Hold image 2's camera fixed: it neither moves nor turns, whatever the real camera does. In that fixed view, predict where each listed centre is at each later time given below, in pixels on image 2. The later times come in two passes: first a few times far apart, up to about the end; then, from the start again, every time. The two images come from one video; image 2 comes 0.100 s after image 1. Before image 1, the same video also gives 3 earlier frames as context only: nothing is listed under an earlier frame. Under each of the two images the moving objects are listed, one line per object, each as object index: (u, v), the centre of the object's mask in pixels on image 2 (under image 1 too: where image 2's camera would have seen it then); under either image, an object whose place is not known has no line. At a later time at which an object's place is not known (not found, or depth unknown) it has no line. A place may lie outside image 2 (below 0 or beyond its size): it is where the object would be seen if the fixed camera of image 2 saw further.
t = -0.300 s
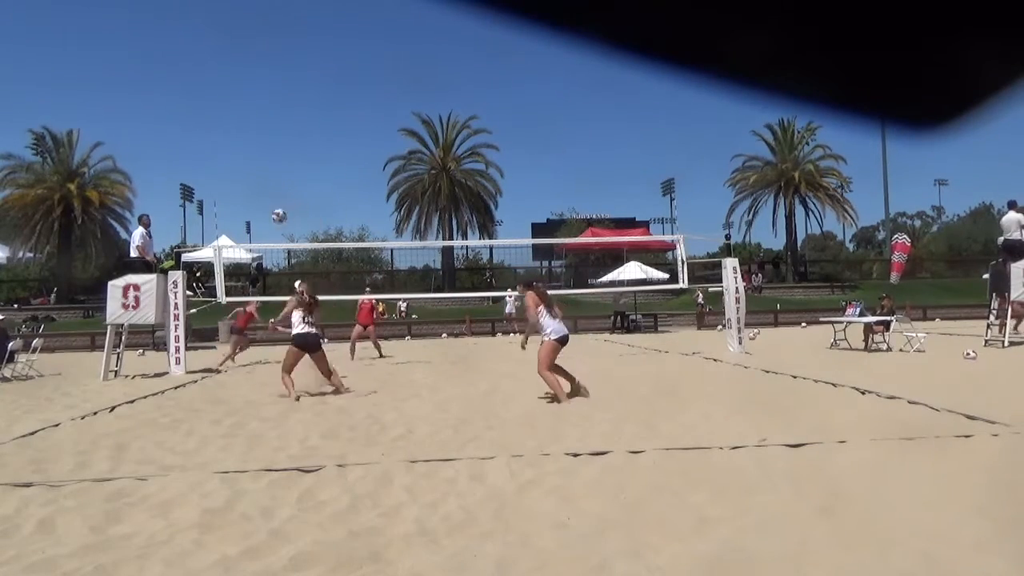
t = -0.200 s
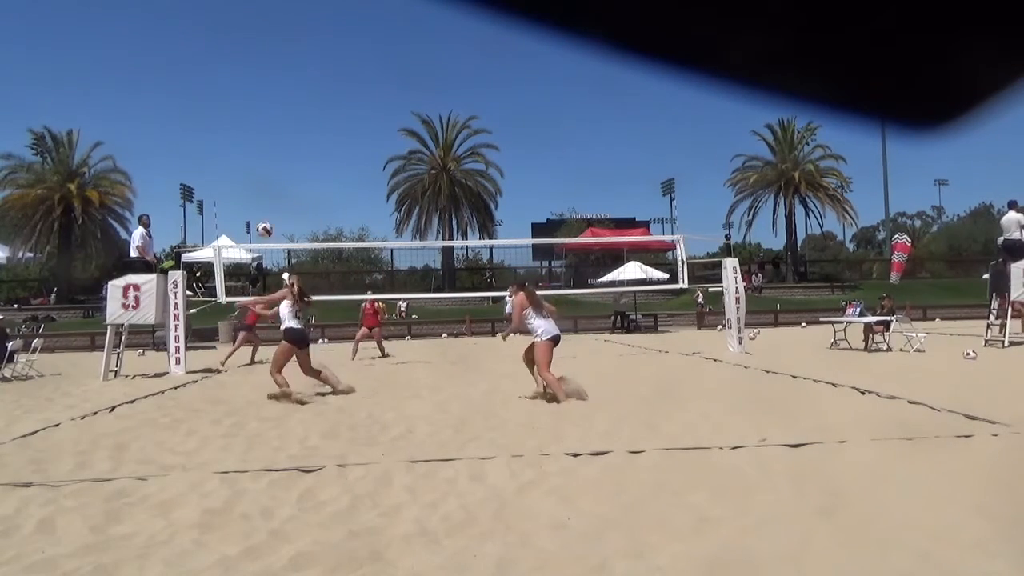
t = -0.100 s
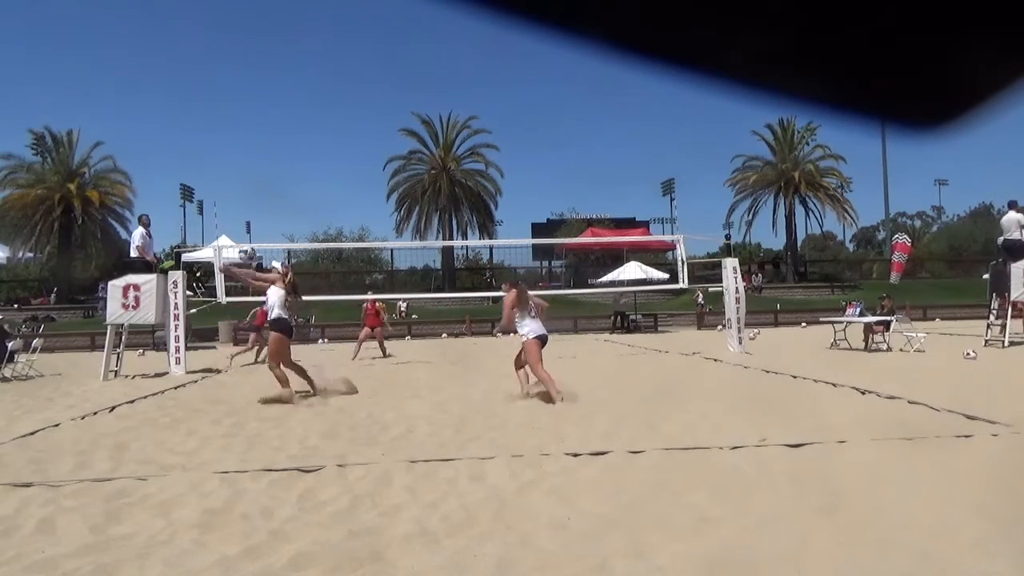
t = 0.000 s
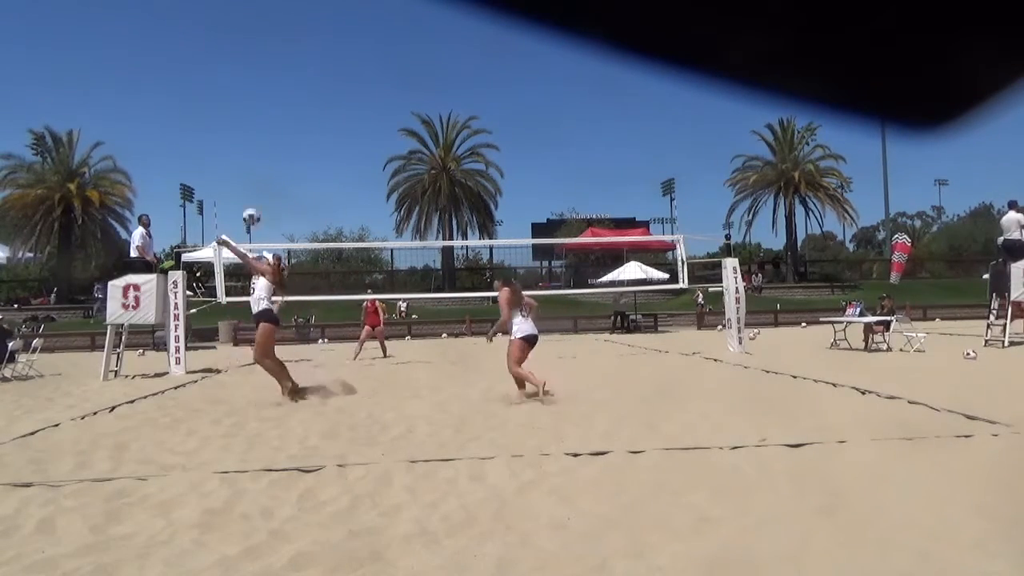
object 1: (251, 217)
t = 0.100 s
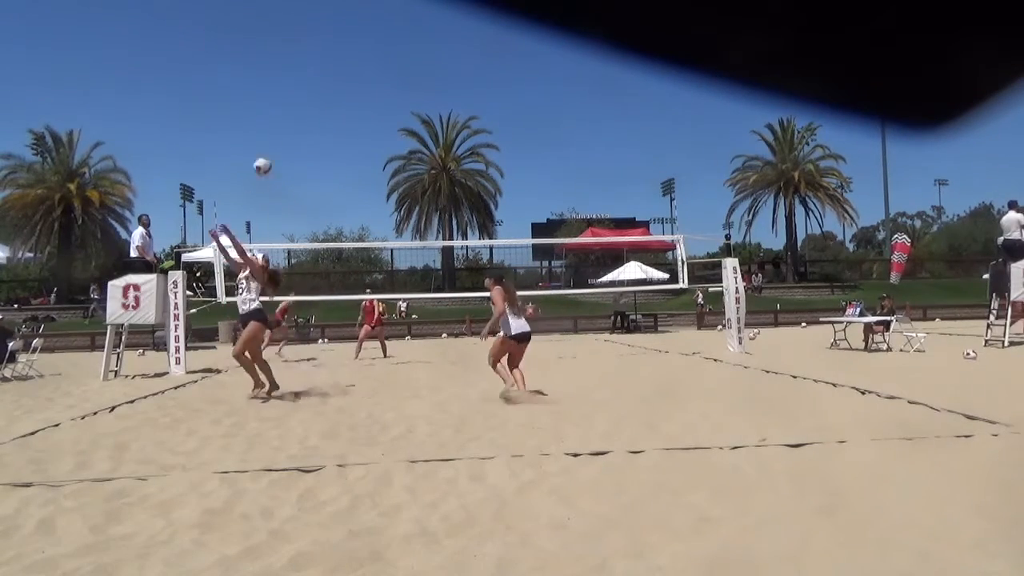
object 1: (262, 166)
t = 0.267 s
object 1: (278, 106)
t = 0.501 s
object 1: (301, 60)
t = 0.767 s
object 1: (326, 58)
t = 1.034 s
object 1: (349, 102)
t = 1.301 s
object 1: (369, 187)
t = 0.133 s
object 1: (265, 152)
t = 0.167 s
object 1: (269, 139)
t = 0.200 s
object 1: (272, 127)
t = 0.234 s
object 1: (275, 115)
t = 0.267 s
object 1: (278, 106)
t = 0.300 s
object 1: (282, 96)
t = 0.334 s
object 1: (285, 88)
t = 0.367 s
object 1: (289, 80)
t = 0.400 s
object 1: (292, 74)
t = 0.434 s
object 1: (295, 69)
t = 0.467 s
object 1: (298, 64)
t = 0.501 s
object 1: (301, 60)
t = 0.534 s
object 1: (304, 57)
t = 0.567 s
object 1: (306, 55)
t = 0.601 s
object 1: (311, 53)
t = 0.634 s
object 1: (313, 53)
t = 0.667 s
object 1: (316, 53)
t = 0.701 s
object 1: (318, 54)
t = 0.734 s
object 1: (322, 55)
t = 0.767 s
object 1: (326, 58)
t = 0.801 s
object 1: (329, 61)
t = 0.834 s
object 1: (331, 65)
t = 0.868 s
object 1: (335, 68)
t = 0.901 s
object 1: (338, 74)
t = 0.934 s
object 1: (340, 80)
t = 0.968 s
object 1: (342, 87)
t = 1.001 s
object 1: (346, 94)
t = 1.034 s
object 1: (349, 102)
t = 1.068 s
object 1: (351, 110)
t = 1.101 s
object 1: (354, 119)
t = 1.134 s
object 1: (357, 129)
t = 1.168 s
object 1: (360, 139)
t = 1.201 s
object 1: (362, 150)
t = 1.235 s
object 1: (364, 162)
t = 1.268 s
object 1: (367, 174)
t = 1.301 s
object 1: (369, 187)
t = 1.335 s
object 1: (373, 199)
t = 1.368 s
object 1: (375, 213)
